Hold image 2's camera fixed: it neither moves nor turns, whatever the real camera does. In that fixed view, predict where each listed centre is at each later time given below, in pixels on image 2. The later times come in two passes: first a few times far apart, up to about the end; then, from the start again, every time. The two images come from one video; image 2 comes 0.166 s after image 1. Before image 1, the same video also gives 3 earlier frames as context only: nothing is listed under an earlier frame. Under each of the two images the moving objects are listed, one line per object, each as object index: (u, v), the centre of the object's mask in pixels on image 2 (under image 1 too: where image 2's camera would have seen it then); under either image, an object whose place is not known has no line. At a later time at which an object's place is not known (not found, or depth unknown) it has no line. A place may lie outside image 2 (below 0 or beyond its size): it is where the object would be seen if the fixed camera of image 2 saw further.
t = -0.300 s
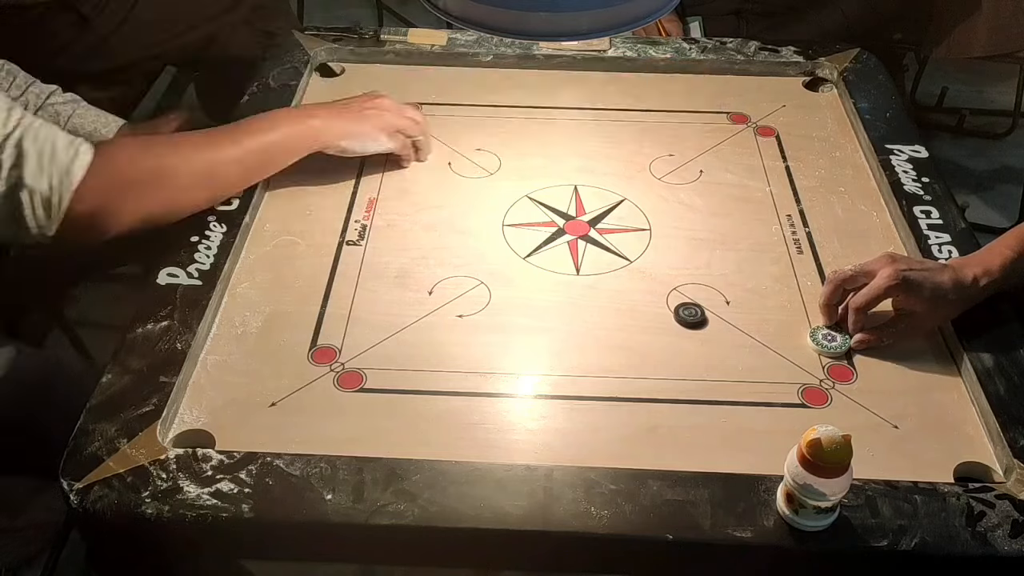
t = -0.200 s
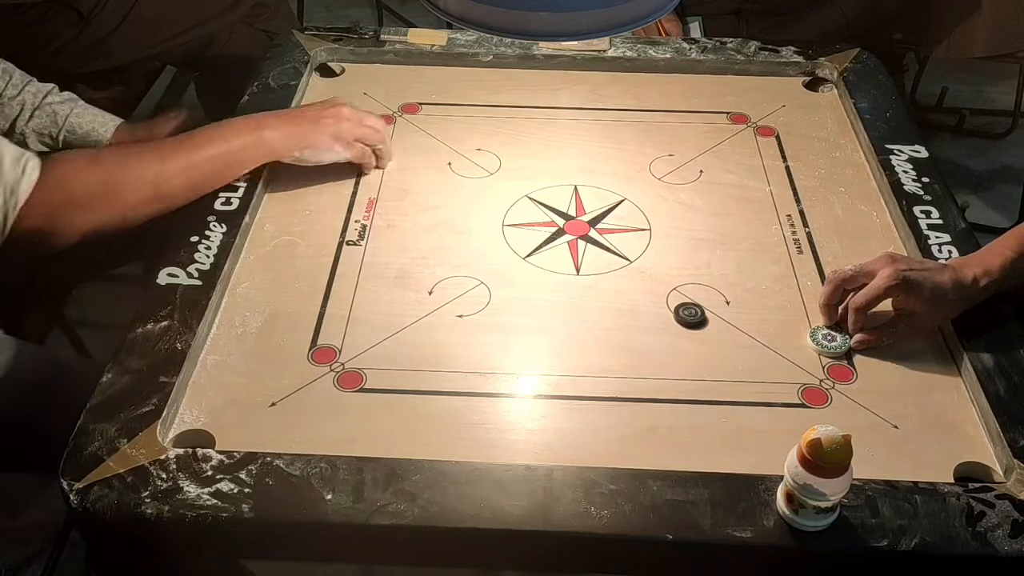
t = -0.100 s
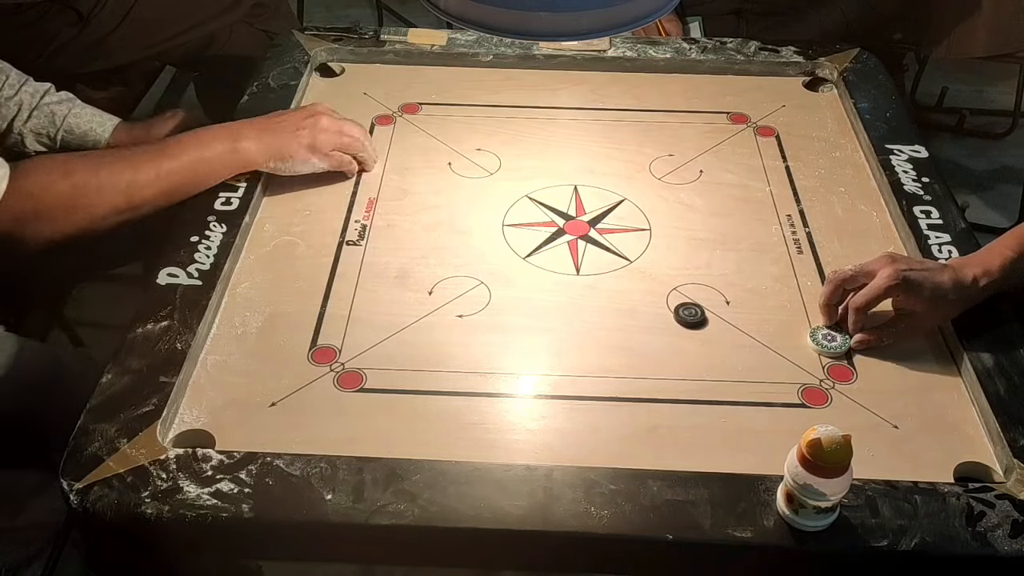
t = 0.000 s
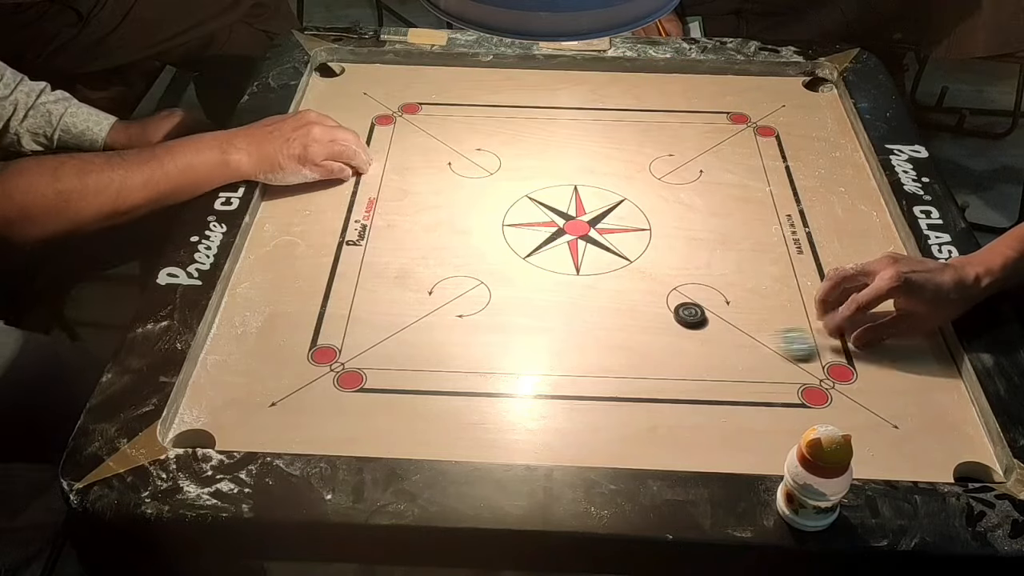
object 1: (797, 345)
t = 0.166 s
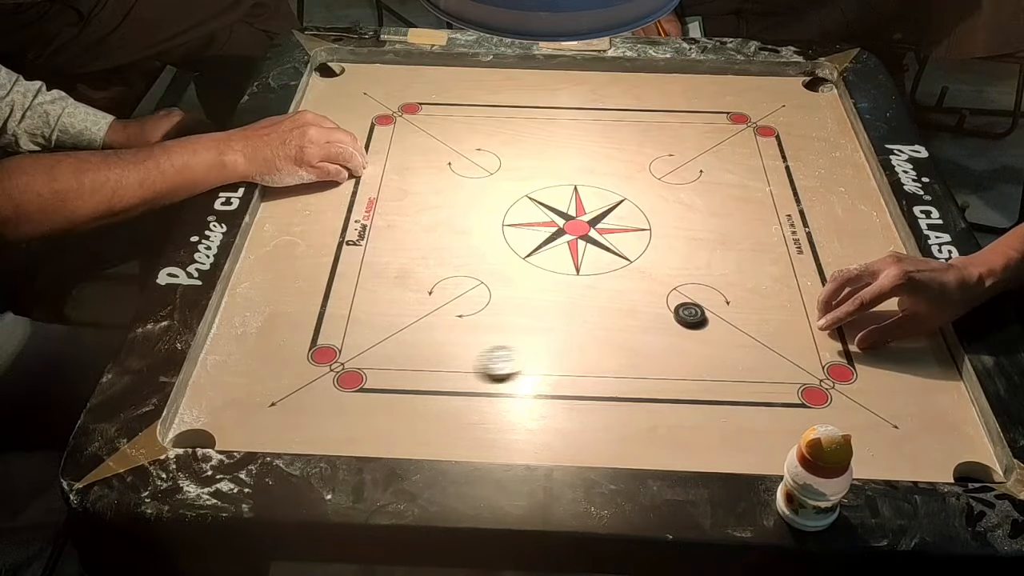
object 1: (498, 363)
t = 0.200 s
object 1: (444, 367)
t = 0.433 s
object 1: (304, 394)
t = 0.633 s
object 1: (509, 419)
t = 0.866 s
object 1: (678, 438)
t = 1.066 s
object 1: (752, 443)
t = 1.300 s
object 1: (765, 445)
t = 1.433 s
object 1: (765, 445)
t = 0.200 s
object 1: (444, 367)
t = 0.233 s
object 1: (391, 370)
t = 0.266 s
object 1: (336, 375)
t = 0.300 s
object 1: (285, 377)
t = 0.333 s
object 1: (234, 380)
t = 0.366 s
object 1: (226, 384)
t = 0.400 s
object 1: (266, 389)
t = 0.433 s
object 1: (304, 394)
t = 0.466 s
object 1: (341, 400)
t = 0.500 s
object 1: (378, 403)
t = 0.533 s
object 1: (412, 408)
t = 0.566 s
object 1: (446, 412)
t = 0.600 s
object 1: (478, 416)
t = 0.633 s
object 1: (509, 419)
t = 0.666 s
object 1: (538, 421)
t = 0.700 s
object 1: (566, 426)
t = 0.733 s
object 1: (592, 429)
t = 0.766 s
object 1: (616, 431)
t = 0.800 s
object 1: (639, 434)
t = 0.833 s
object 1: (659, 436)
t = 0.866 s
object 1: (678, 438)
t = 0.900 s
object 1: (696, 440)
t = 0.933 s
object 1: (711, 442)
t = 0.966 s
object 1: (724, 443)
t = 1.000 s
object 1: (735, 443)
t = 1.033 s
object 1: (744, 443)
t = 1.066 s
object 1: (752, 443)
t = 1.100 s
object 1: (758, 444)
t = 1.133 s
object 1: (762, 445)
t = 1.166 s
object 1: (764, 445)
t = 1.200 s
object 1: (765, 445)
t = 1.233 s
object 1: (765, 445)
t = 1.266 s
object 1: (765, 445)
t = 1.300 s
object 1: (765, 445)
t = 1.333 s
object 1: (765, 445)
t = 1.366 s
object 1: (765, 445)
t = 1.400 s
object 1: (765, 445)
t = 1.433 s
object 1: (765, 445)
